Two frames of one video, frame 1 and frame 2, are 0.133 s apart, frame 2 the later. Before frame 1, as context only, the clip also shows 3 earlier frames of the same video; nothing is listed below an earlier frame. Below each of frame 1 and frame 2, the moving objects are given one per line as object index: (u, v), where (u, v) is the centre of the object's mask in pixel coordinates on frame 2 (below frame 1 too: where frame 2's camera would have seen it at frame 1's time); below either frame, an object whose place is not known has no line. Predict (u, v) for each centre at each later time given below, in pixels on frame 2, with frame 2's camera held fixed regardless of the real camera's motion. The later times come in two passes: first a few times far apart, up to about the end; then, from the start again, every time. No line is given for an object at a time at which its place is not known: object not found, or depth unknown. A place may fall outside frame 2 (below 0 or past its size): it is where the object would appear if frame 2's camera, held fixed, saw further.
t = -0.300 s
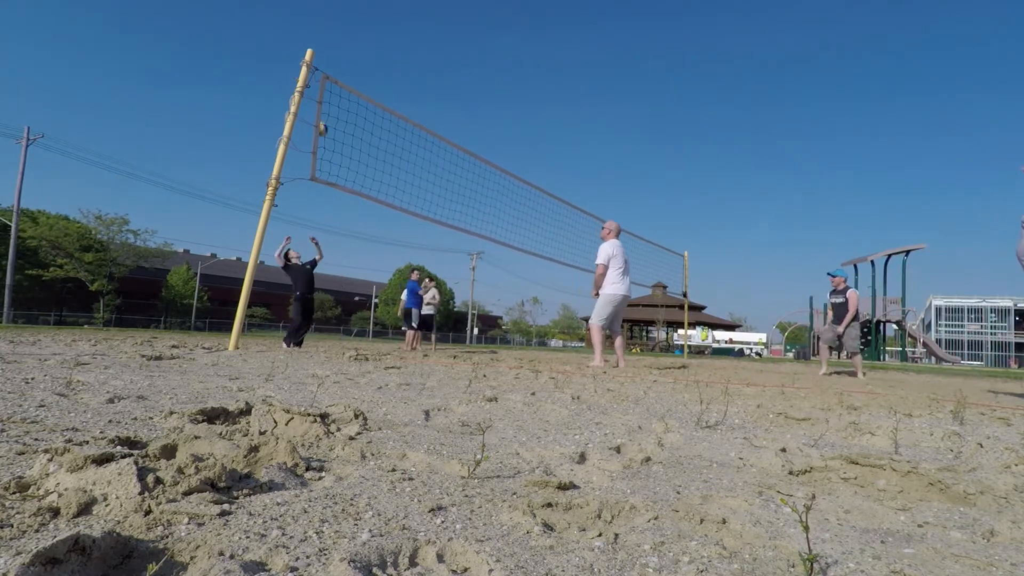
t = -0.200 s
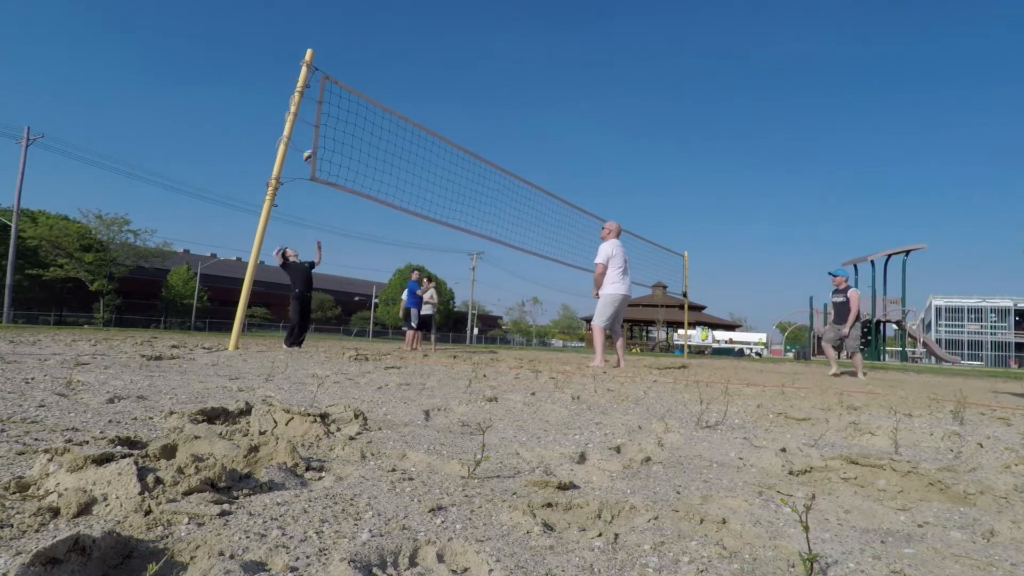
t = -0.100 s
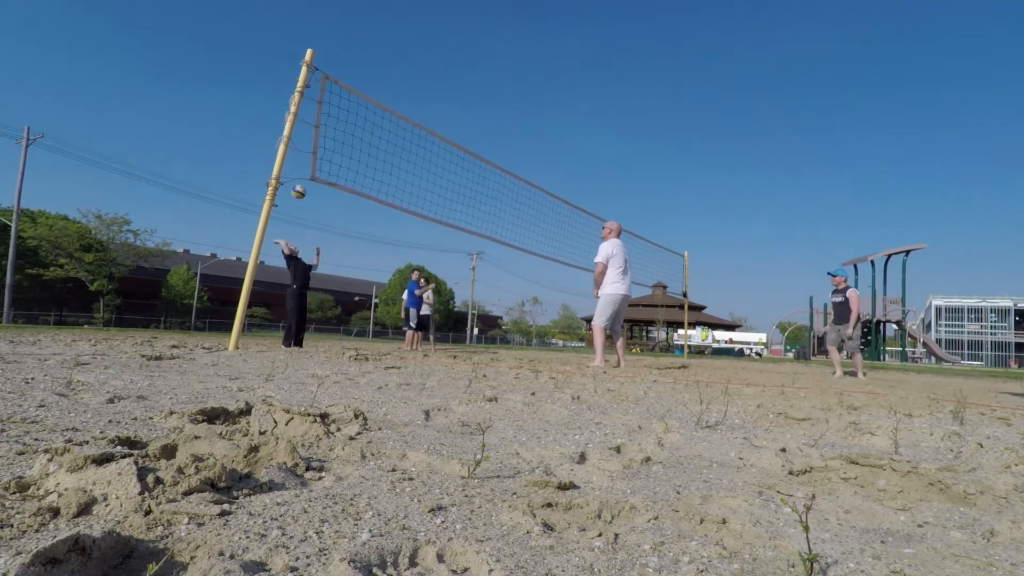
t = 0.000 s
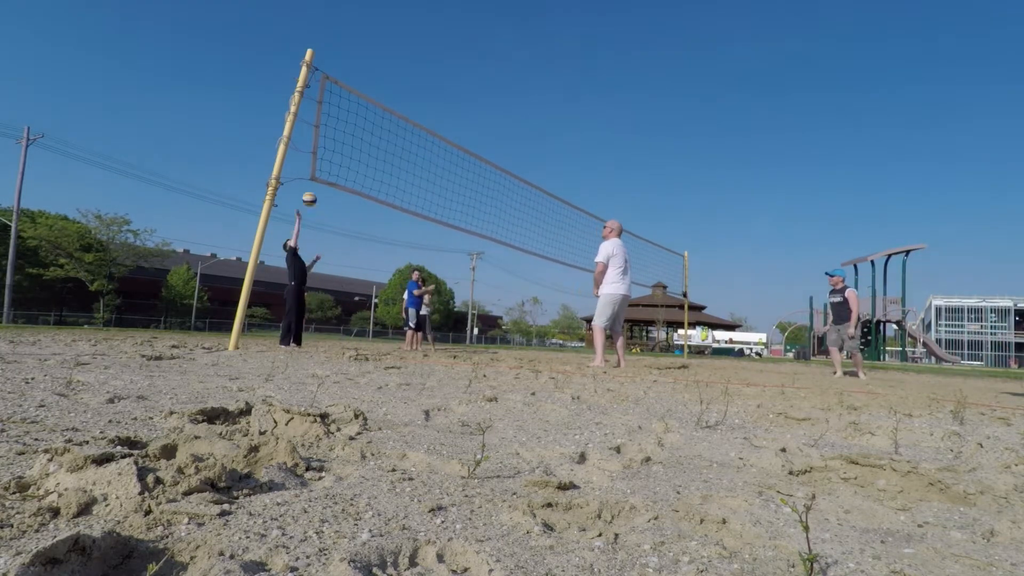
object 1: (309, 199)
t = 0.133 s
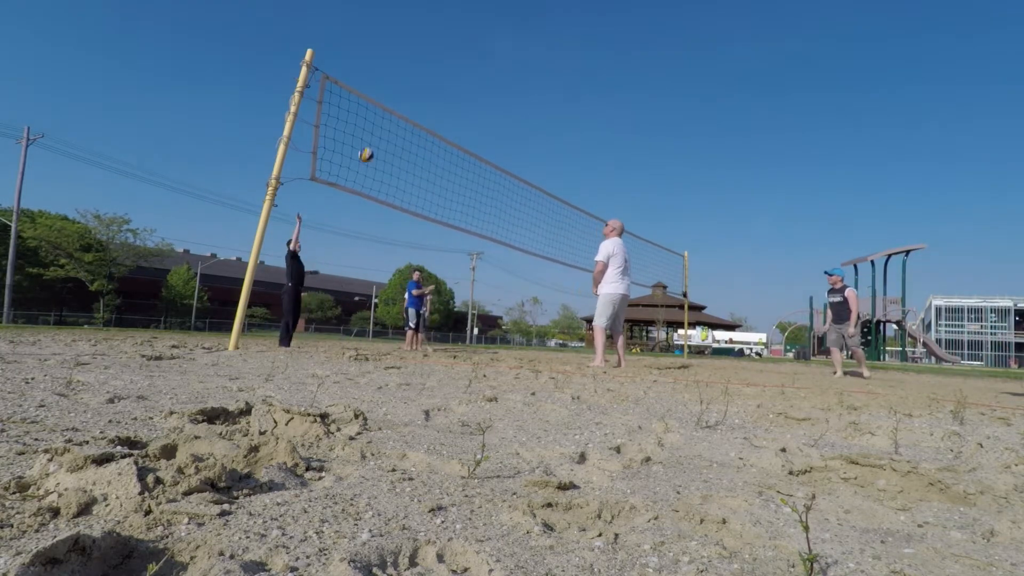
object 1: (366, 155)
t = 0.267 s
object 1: (427, 119)
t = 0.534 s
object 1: (566, 84)
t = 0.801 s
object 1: (732, 106)
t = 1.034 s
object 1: (905, 185)
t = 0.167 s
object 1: (380, 145)
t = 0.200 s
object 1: (396, 136)
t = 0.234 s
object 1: (411, 129)
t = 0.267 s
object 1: (427, 119)
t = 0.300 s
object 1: (443, 114)
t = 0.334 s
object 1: (460, 107)
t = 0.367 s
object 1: (476, 101)
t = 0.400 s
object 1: (493, 96)
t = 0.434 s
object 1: (511, 92)
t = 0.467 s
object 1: (529, 88)
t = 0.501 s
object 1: (547, 86)
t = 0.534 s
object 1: (566, 84)
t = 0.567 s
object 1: (585, 84)
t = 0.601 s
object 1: (605, 84)
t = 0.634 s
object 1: (625, 85)
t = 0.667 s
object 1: (646, 87)
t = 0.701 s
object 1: (666, 90)
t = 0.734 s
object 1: (688, 94)
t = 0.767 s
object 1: (710, 100)
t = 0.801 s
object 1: (732, 106)
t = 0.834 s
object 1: (755, 113)
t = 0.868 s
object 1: (778, 121)
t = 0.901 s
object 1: (802, 131)
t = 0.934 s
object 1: (827, 142)
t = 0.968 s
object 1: (852, 154)
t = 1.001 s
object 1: (879, 169)
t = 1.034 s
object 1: (905, 185)
